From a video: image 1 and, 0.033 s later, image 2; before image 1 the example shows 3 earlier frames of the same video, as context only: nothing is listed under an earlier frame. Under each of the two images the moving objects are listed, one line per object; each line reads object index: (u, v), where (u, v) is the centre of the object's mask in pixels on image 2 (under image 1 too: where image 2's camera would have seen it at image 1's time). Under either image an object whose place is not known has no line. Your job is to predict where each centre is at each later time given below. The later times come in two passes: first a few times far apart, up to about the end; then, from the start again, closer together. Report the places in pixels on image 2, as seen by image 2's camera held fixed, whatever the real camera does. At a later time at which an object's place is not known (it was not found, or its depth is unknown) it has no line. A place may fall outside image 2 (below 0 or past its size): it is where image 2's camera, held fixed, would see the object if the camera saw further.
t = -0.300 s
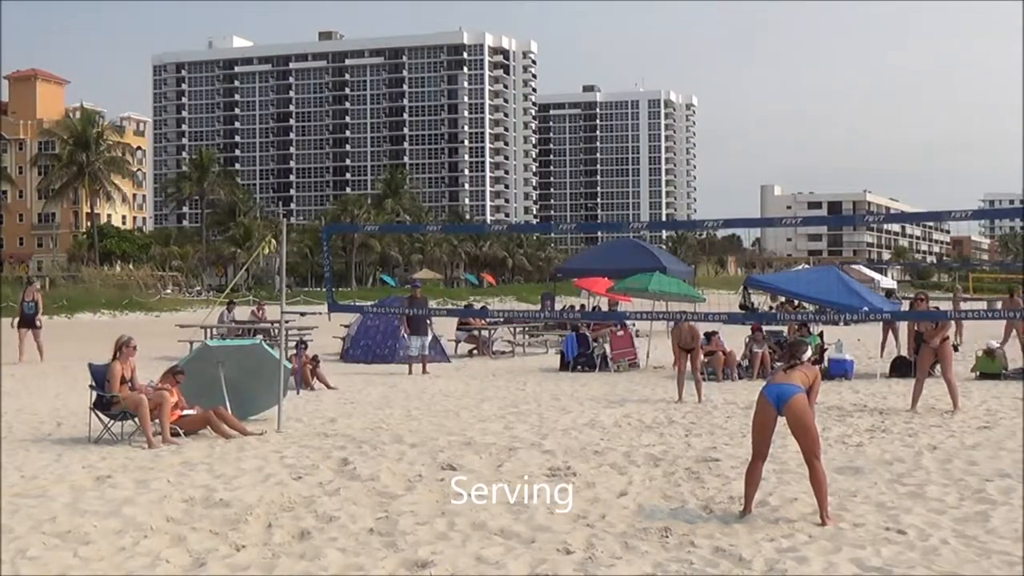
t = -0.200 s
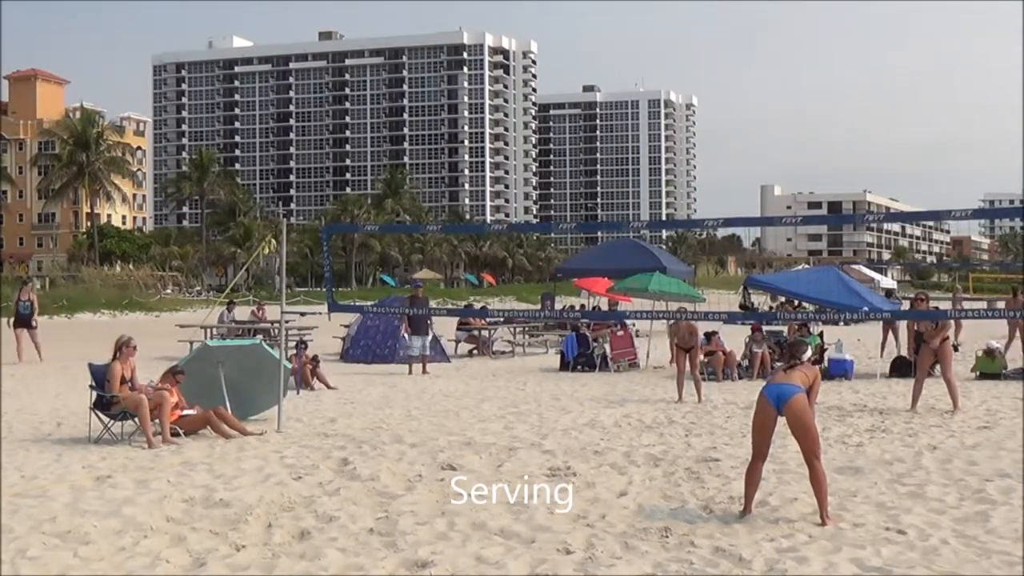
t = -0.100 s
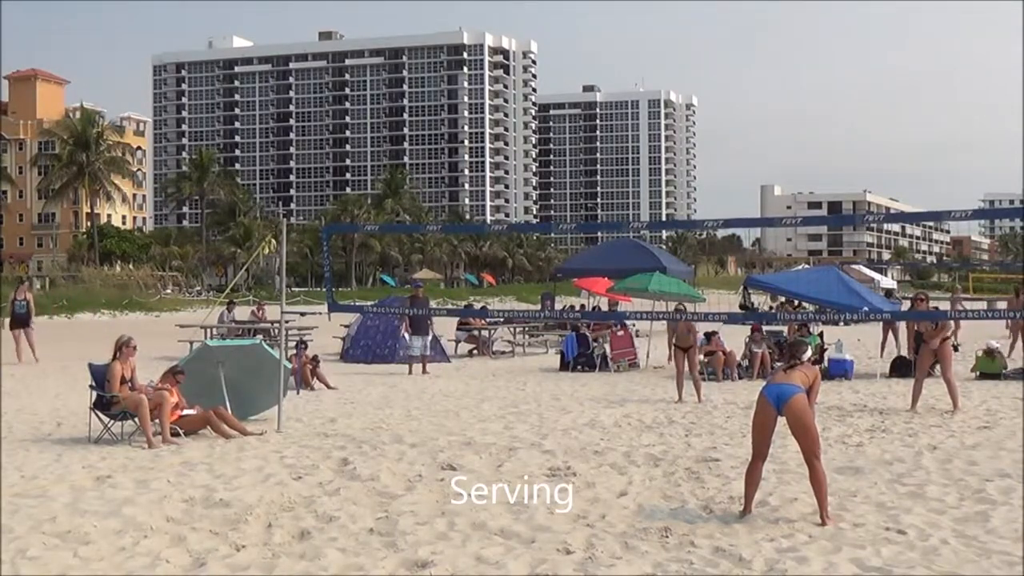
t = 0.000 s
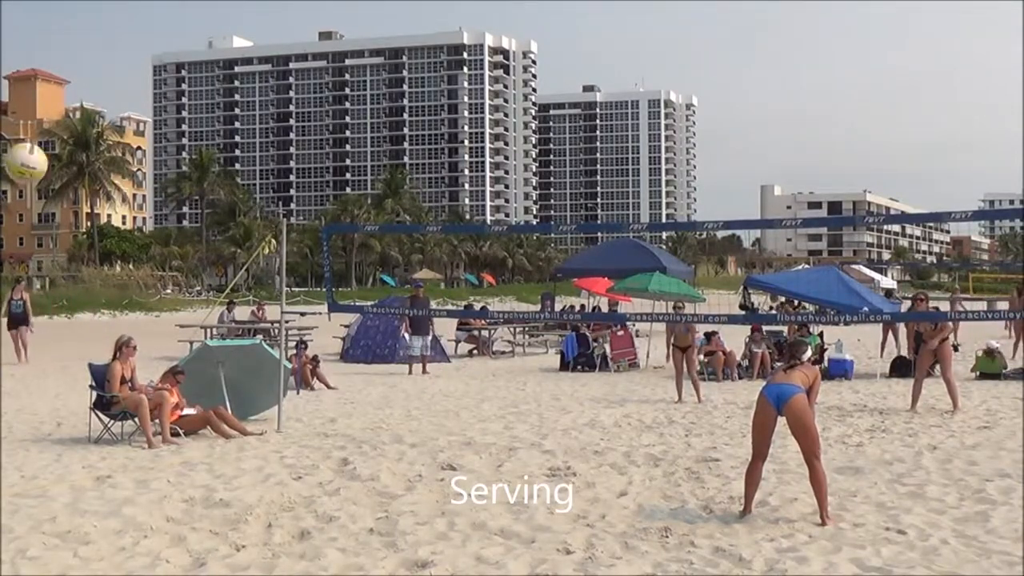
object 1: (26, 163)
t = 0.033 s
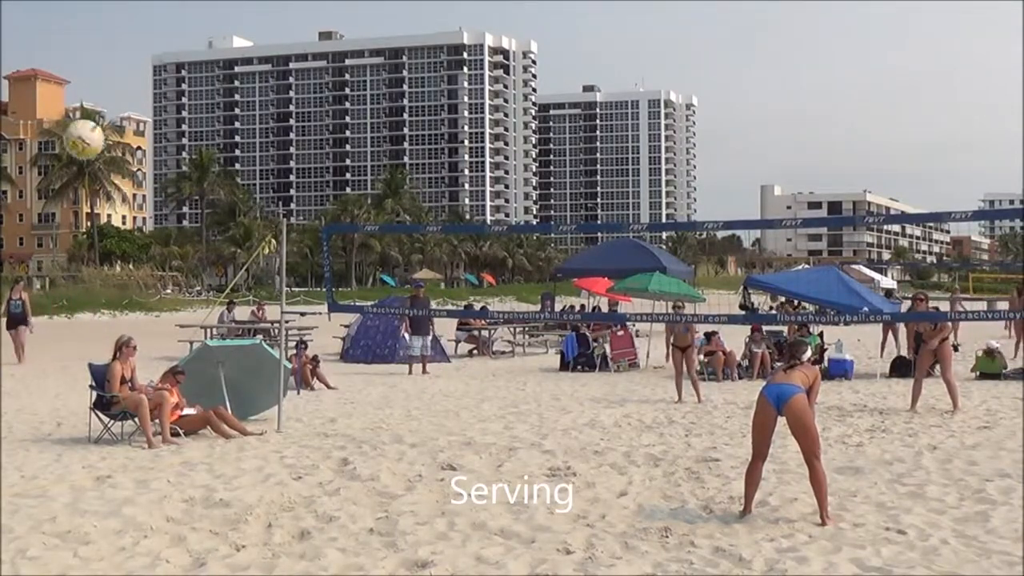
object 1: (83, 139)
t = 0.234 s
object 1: (340, 64)
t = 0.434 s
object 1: (500, 67)
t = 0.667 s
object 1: (623, 117)
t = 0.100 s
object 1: (185, 102)
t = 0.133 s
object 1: (229, 89)
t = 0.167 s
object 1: (270, 78)
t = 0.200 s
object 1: (306, 70)
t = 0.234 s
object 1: (340, 64)
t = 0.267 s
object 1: (372, 61)
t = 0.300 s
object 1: (402, 59)
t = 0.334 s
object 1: (429, 59)
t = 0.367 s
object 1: (455, 60)
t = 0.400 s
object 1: (478, 63)
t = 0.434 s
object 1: (500, 67)
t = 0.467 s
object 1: (521, 72)
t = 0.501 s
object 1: (540, 78)
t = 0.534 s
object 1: (558, 84)
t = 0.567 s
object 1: (575, 91)
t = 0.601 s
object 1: (592, 99)
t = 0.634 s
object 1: (609, 108)
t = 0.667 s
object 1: (623, 117)
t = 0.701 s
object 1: (637, 127)
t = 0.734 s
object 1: (650, 137)
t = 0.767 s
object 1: (663, 148)
